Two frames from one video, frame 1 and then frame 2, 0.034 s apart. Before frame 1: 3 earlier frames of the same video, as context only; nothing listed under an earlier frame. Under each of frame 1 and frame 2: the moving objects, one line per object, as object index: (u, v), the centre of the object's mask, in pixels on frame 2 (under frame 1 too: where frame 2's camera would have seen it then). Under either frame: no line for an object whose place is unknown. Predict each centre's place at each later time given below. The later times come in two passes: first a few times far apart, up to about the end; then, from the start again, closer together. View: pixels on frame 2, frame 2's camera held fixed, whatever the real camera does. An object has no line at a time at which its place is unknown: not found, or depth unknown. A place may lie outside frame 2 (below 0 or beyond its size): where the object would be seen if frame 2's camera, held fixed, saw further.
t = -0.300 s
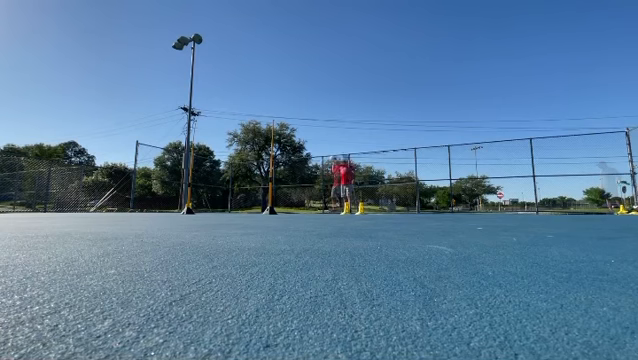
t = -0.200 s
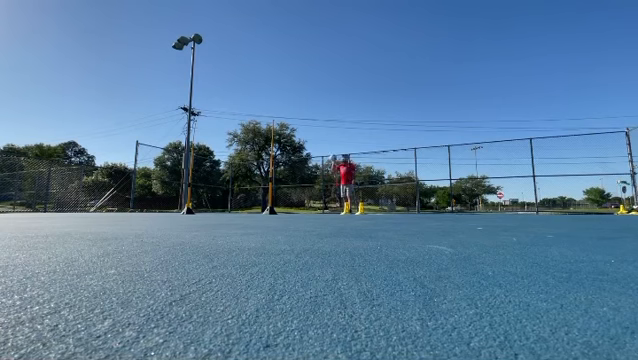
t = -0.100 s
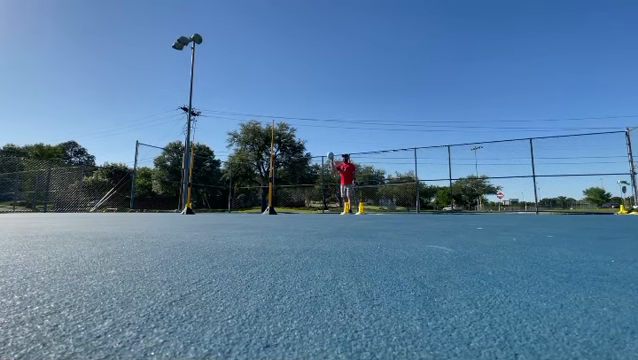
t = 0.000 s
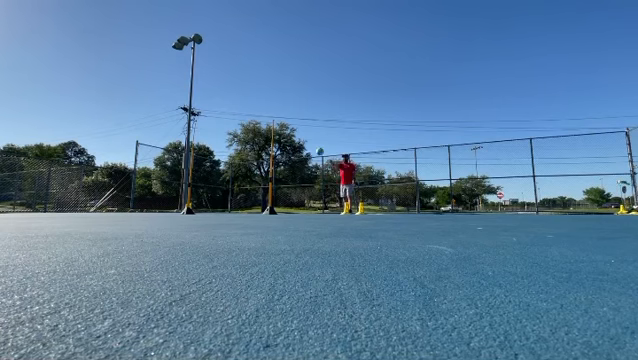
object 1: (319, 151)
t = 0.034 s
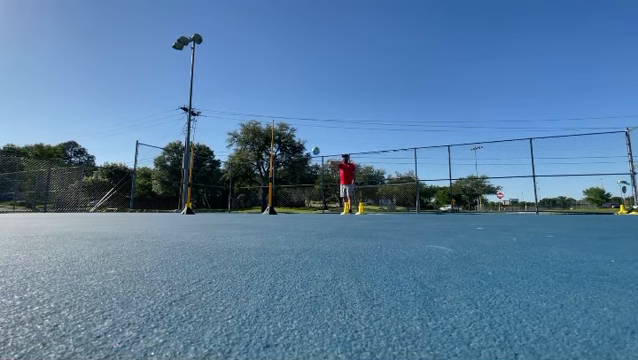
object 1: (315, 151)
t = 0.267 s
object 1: (273, 160)
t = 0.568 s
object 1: (193, 187)
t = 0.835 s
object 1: (122, 122)
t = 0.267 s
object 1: (273, 160)
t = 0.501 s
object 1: (207, 207)
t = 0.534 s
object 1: (200, 197)
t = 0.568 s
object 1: (193, 187)
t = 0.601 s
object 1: (186, 177)
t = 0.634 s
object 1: (177, 168)
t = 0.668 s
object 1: (169, 160)
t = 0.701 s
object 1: (160, 152)
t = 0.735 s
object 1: (152, 143)
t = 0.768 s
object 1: (142, 136)
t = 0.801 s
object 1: (132, 129)
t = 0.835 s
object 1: (122, 122)
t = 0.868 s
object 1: (110, 117)
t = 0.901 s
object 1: (98, 112)
